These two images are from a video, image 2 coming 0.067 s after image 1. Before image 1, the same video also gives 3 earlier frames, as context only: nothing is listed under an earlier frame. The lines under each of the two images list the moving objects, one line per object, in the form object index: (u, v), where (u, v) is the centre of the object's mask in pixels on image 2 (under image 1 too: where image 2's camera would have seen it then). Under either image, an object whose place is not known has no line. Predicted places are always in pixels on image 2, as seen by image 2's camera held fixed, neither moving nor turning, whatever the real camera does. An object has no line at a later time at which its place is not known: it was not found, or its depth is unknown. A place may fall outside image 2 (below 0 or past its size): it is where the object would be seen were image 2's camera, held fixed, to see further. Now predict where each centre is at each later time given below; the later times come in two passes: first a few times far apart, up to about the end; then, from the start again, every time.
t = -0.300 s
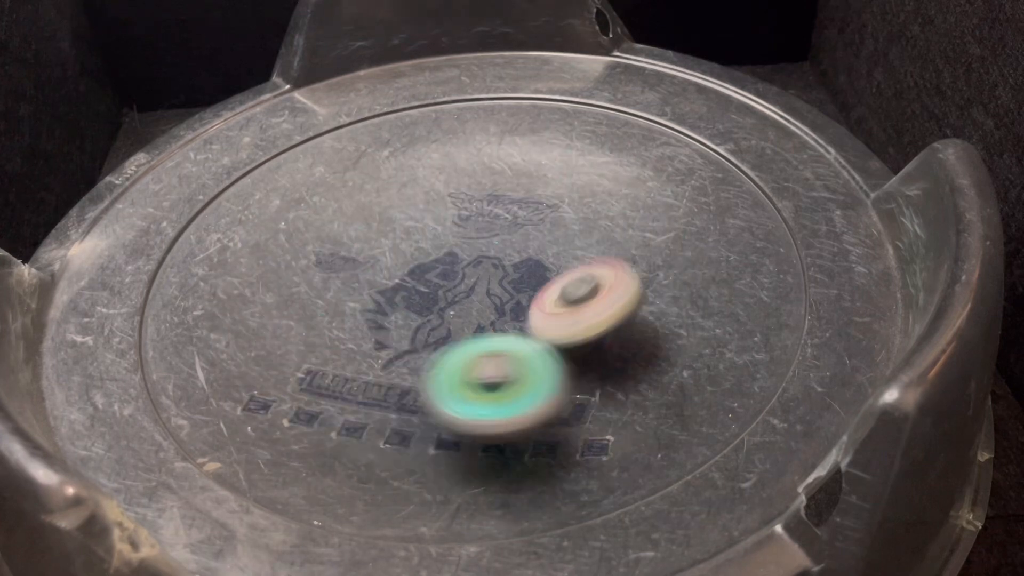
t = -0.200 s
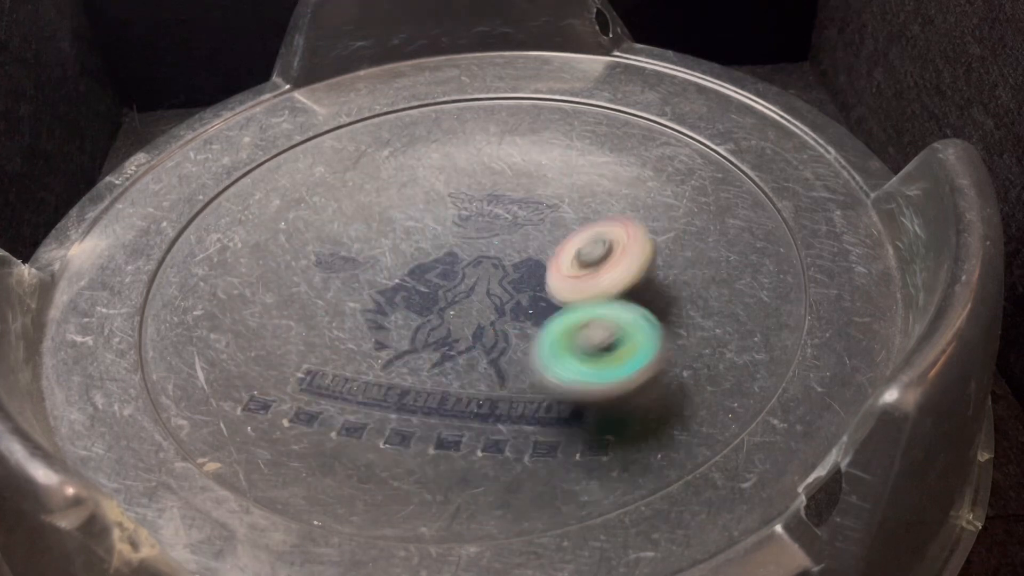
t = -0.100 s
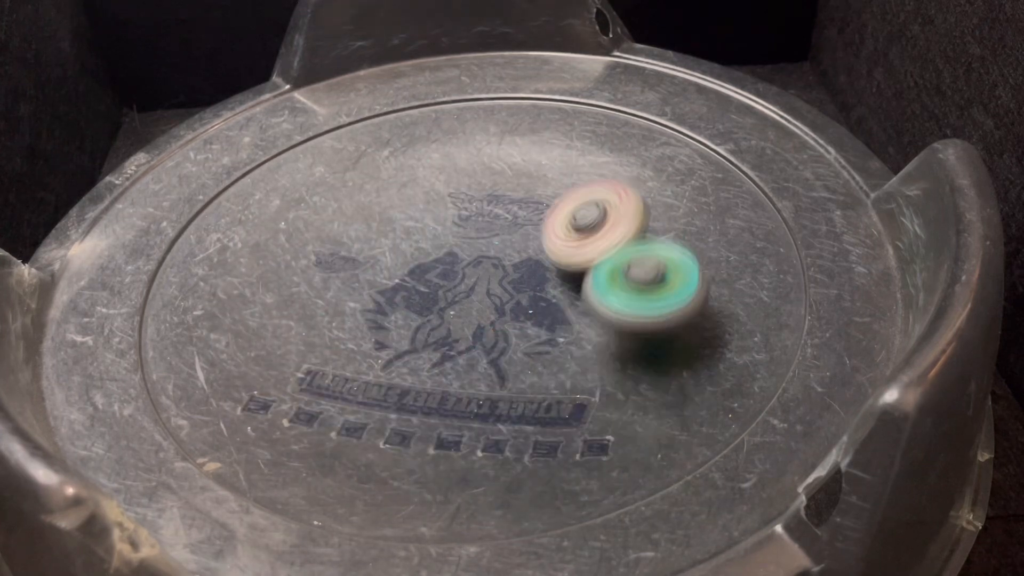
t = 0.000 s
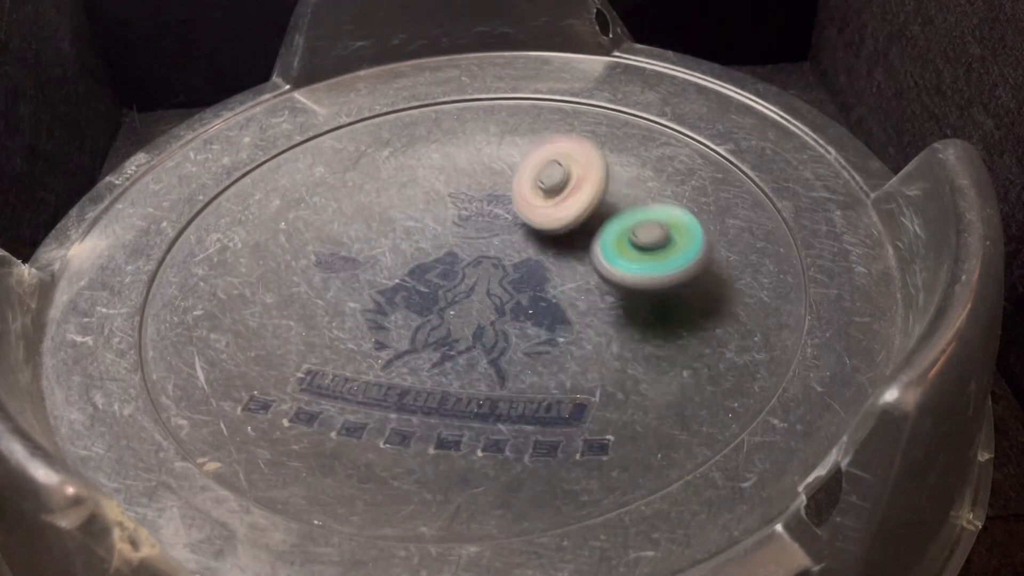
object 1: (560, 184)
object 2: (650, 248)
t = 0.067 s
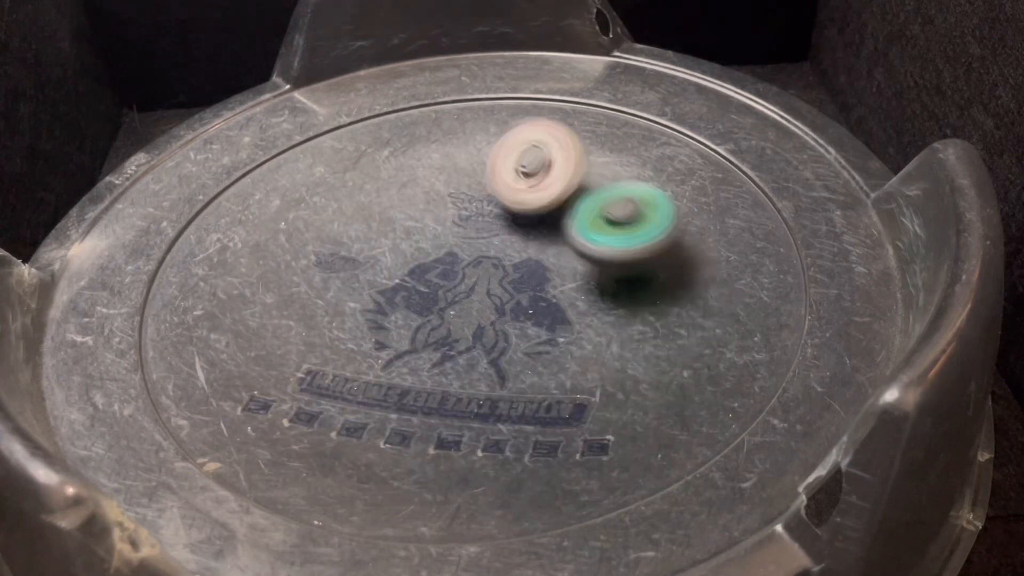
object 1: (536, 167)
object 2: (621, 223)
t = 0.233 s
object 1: (451, 148)
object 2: (490, 221)
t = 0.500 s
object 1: (336, 199)
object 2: (374, 355)
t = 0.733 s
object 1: (342, 288)
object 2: (539, 385)
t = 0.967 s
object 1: (468, 332)
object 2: (545, 246)
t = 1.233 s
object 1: (600, 268)
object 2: (337, 197)
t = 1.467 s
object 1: (585, 192)
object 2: (250, 295)
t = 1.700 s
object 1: (481, 177)
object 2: (481, 326)
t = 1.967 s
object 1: (380, 242)
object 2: (580, 180)
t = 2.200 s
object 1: (400, 320)
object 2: (447, 127)
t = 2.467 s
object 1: (537, 336)
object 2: (367, 277)
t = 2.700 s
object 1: (605, 268)
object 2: (540, 355)
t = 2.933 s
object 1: (550, 215)
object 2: (685, 260)
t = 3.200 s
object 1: (410, 224)
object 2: (521, 200)
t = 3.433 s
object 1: (333, 255)
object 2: (513, 270)
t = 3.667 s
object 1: (385, 320)
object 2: (596, 287)
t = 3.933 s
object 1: (509, 350)
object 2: (508, 228)
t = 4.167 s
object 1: (588, 325)
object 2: (367, 240)
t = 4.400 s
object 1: (580, 270)
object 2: (380, 335)
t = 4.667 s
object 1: (481, 233)
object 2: (562, 279)
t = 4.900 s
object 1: (385, 246)
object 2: (505, 184)
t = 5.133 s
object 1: (322, 303)
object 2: (369, 202)
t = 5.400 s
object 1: (340, 400)
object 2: (363, 173)
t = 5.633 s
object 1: (467, 344)
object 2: (470, 243)
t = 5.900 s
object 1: (621, 305)
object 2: (603, 203)
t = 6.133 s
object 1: (598, 312)
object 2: (545, 182)
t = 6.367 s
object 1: (578, 270)
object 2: (466, 288)
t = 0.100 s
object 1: (521, 161)
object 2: (599, 213)
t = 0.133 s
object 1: (505, 156)
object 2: (572, 207)
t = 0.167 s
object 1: (487, 151)
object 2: (544, 205)
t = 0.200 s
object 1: (468, 148)
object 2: (516, 211)
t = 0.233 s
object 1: (451, 148)
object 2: (490, 221)
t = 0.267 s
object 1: (435, 150)
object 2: (464, 234)
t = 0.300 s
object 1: (418, 152)
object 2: (439, 248)
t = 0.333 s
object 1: (402, 155)
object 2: (419, 264)
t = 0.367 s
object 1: (386, 161)
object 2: (400, 281)
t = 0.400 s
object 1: (372, 168)
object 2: (385, 298)
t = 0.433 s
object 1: (358, 178)
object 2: (376, 317)
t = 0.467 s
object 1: (346, 188)
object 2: (372, 336)
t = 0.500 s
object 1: (336, 199)
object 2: (374, 355)
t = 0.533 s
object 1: (329, 212)
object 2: (382, 373)
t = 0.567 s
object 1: (325, 223)
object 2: (398, 387)
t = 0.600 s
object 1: (323, 237)
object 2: (420, 397)
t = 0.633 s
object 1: (322, 251)
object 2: (447, 403)
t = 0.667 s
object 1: (326, 264)
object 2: (478, 403)
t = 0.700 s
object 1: (333, 276)
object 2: (511, 397)
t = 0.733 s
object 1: (342, 288)
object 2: (539, 385)
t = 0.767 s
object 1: (355, 299)
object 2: (563, 368)
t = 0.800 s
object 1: (370, 310)
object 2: (579, 347)
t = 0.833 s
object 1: (386, 318)
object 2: (586, 325)
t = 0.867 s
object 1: (404, 325)
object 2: (585, 302)
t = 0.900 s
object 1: (424, 330)
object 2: (577, 281)
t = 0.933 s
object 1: (446, 332)
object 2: (562, 262)
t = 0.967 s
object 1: (468, 332)
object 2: (545, 246)
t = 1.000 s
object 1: (491, 335)
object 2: (523, 233)
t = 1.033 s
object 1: (511, 326)
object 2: (500, 222)
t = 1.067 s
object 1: (530, 320)
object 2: (475, 213)
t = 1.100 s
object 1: (548, 312)
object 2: (449, 204)
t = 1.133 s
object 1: (565, 302)
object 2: (419, 198)
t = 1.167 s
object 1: (580, 293)
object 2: (393, 195)
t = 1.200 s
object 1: (591, 279)
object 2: (364, 193)
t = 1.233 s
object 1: (600, 268)
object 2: (337, 197)
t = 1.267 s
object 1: (606, 255)
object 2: (312, 202)
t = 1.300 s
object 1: (609, 243)
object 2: (289, 211)
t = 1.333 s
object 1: (610, 231)
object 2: (269, 223)
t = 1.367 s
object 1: (606, 221)
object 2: (254, 239)
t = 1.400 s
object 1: (601, 211)
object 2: (245, 255)
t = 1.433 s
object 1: (594, 199)
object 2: (243, 275)
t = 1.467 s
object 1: (585, 192)
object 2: (250, 295)
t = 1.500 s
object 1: (573, 185)
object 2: (268, 314)
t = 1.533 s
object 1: (559, 179)
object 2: (295, 328)
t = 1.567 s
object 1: (545, 176)
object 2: (329, 340)
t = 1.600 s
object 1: (529, 173)
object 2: (367, 344)
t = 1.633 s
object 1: (513, 174)
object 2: (408, 343)
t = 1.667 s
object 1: (497, 173)
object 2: (446, 338)
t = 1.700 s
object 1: (481, 177)
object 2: (481, 326)
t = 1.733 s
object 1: (463, 182)
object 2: (510, 312)
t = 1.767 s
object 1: (448, 187)
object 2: (537, 295)
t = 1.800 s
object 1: (434, 193)
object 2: (556, 276)
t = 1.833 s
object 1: (420, 201)
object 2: (572, 258)
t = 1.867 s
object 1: (408, 210)
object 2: (582, 238)
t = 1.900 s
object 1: (397, 220)
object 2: (587, 218)
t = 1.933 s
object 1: (388, 231)
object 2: (586, 198)
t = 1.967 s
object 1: (380, 242)
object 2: (580, 180)
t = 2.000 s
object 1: (375, 254)
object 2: (570, 163)
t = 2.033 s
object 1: (373, 265)
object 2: (556, 149)
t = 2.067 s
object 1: (373, 277)
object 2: (539, 138)
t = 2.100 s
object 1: (376, 289)
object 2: (520, 130)
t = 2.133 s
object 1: (382, 301)
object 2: (496, 125)
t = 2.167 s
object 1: (389, 311)
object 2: (472, 123)
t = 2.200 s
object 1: (400, 320)
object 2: (447, 127)
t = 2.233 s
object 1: (413, 328)
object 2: (423, 136)
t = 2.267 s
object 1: (429, 336)
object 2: (401, 150)
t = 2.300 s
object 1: (444, 340)
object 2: (382, 167)
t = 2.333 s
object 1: (463, 344)
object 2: (368, 187)
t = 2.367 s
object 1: (482, 345)
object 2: (359, 210)
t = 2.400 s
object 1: (501, 343)
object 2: (357, 233)
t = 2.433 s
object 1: (519, 341)
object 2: (358, 255)
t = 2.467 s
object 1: (537, 336)
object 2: (367, 277)
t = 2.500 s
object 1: (554, 329)
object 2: (380, 298)
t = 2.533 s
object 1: (570, 320)
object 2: (397, 316)
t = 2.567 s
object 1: (581, 311)
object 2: (420, 331)
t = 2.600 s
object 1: (592, 301)
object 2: (446, 343)
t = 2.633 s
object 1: (598, 291)
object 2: (476, 350)
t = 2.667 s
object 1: (602, 280)
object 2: (507, 355)
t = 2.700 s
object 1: (605, 268)
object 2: (540, 355)
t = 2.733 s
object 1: (604, 257)
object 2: (571, 350)
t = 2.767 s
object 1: (601, 247)
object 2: (602, 341)
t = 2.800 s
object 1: (592, 241)
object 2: (632, 328)
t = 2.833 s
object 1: (585, 232)
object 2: (655, 314)
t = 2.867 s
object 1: (575, 226)
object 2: (673, 297)
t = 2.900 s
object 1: (561, 219)
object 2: (684, 278)
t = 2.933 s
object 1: (550, 215)
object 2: (685, 260)
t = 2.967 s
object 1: (534, 212)
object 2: (677, 242)
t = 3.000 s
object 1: (520, 209)
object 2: (663, 227)
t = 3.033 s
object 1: (504, 210)
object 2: (643, 214)
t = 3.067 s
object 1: (489, 209)
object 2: (618, 205)
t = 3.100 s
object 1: (473, 212)
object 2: (589, 199)
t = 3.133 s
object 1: (453, 215)
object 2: (561, 196)
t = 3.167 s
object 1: (428, 219)
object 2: (541, 197)
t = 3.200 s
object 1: (410, 224)
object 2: (521, 200)
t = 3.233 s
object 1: (393, 228)
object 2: (504, 205)
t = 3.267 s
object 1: (373, 218)
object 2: (504, 215)
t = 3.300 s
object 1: (355, 219)
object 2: (506, 226)
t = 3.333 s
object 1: (346, 226)
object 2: (505, 236)
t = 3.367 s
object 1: (340, 233)
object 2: (505, 248)
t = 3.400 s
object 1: (335, 244)
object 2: (508, 259)
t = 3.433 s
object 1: (333, 255)
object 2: (513, 270)
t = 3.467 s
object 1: (335, 264)
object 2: (521, 280)
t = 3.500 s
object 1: (337, 275)
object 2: (531, 288)
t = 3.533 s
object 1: (342, 286)
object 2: (544, 293)
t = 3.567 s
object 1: (349, 296)
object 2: (556, 296)
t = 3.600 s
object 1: (359, 305)
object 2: (571, 296)
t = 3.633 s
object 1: (370, 313)
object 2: (585, 293)
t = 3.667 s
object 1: (385, 320)
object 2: (596, 287)
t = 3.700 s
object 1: (400, 326)
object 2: (601, 279)
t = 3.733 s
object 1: (417, 330)
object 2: (597, 270)
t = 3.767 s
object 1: (435, 333)
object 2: (586, 263)
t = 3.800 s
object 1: (453, 333)
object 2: (570, 258)
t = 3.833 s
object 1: (472, 333)
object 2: (550, 258)
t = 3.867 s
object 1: (489, 334)
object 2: (532, 256)
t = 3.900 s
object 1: (497, 345)
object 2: (521, 240)
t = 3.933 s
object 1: (509, 350)
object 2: (508, 228)
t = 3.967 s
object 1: (523, 350)
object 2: (490, 220)
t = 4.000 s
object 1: (536, 350)
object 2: (470, 216)
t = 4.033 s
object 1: (549, 347)
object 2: (448, 215)
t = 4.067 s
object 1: (559, 344)
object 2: (426, 219)
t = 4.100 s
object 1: (572, 338)
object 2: (405, 223)
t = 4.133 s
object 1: (580, 332)
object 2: (385, 230)
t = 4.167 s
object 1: (588, 325)
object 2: (367, 240)
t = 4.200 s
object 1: (592, 317)
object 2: (353, 252)
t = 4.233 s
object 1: (596, 309)
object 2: (344, 265)
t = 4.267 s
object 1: (596, 301)
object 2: (338, 281)
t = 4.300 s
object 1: (595, 292)
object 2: (339, 297)
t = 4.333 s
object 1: (591, 285)
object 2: (347, 314)
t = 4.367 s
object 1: (587, 277)
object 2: (361, 326)
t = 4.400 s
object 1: (580, 270)
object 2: (380, 335)
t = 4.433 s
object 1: (571, 263)
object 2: (406, 342)
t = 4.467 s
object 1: (561, 256)
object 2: (434, 344)
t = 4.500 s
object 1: (552, 251)
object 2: (463, 342)
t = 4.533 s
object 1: (539, 245)
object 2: (489, 334)
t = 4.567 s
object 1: (527, 238)
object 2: (515, 324)
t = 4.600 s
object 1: (512, 234)
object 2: (537, 310)
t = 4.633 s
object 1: (497, 232)
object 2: (552, 295)
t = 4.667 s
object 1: (481, 233)
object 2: (562, 279)
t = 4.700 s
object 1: (469, 233)
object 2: (567, 262)
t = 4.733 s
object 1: (456, 233)
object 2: (568, 245)
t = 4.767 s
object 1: (440, 235)
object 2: (563, 228)
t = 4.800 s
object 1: (426, 236)
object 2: (553, 215)
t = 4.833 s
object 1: (412, 239)
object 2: (540, 202)
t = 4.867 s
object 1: (398, 242)
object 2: (524, 191)
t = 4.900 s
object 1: (385, 246)
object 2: (505, 184)
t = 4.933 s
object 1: (373, 250)
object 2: (484, 180)
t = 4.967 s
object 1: (362, 255)
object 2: (461, 177)
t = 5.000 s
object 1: (352, 261)
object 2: (438, 177)
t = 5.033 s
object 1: (345, 267)
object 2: (415, 183)
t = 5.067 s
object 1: (338, 274)
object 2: (393, 191)
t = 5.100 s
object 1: (333, 281)
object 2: (377, 202)
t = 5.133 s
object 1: (322, 303)
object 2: (369, 202)
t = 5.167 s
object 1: (303, 337)
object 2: (377, 180)
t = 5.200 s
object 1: (294, 363)
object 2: (382, 167)
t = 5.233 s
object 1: (295, 378)
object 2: (384, 160)
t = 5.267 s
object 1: (298, 384)
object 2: (383, 156)
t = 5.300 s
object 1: (300, 388)
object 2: (379, 156)
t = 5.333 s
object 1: (306, 392)
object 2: (372, 158)
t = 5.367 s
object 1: (321, 397)
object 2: (365, 164)
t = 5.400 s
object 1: (340, 400)
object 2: (363, 173)
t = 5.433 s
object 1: (354, 399)
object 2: (365, 186)
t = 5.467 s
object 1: (367, 396)
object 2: (372, 199)
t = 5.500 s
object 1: (380, 392)
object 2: (386, 212)
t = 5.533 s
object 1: (395, 383)
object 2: (403, 223)
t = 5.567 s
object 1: (414, 372)
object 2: (424, 231)
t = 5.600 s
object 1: (439, 359)
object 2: (446, 239)
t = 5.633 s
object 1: (467, 344)
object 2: (470, 243)
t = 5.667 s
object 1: (498, 330)
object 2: (492, 246)
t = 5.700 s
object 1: (529, 321)
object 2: (515, 247)
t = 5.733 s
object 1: (554, 314)
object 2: (536, 242)
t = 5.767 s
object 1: (575, 307)
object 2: (552, 237)
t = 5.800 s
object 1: (594, 305)
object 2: (568, 231)
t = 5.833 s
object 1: (608, 305)
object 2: (583, 223)
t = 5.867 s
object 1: (616, 306)
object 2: (595, 213)
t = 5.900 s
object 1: (621, 305)
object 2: (603, 203)
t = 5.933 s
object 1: (620, 302)
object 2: (609, 194)
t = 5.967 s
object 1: (617, 304)
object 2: (610, 184)
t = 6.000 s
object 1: (609, 308)
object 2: (604, 176)
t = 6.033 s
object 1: (603, 312)
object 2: (595, 170)
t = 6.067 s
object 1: (602, 315)
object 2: (579, 169)
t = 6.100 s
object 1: (599, 314)
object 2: (563, 174)
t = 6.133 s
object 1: (598, 312)
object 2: (545, 182)
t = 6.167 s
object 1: (591, 312)
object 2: (529, 195)
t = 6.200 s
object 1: (582, 307)
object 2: (513, 210)
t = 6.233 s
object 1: (574, 301)
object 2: (502, 225)
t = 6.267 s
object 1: (569, 289)
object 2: (491, 241)
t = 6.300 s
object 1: (569, 281)
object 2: (482, 258)
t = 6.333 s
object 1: (574, 273)
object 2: (474, 273)
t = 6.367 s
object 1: (578, 270)
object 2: (466, 288)
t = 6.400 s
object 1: (581, 264)
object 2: (460, 303)
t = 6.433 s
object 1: (583, 265)
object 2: (458, 318)
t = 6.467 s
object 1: (580, 266)
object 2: (456, 332)
